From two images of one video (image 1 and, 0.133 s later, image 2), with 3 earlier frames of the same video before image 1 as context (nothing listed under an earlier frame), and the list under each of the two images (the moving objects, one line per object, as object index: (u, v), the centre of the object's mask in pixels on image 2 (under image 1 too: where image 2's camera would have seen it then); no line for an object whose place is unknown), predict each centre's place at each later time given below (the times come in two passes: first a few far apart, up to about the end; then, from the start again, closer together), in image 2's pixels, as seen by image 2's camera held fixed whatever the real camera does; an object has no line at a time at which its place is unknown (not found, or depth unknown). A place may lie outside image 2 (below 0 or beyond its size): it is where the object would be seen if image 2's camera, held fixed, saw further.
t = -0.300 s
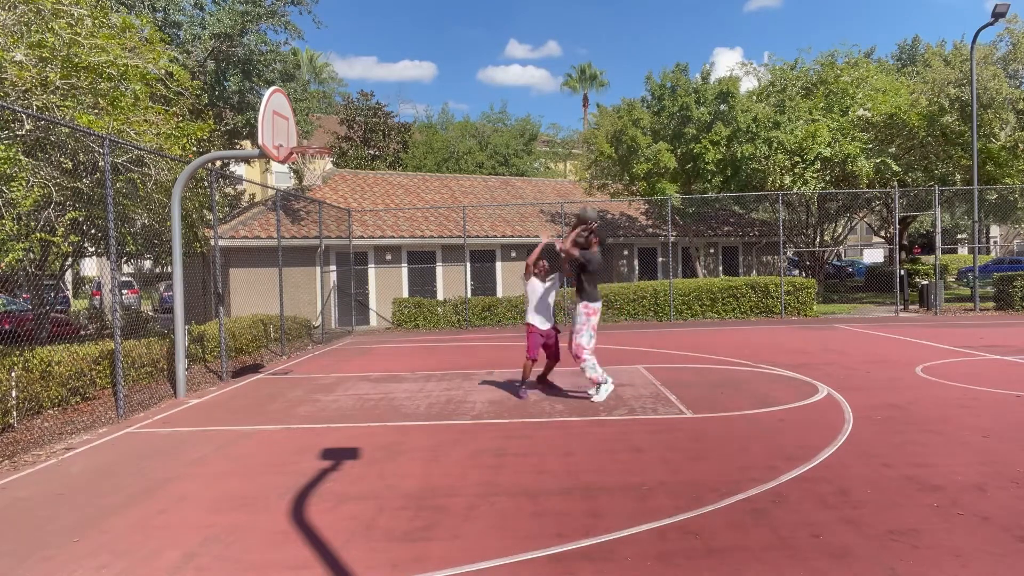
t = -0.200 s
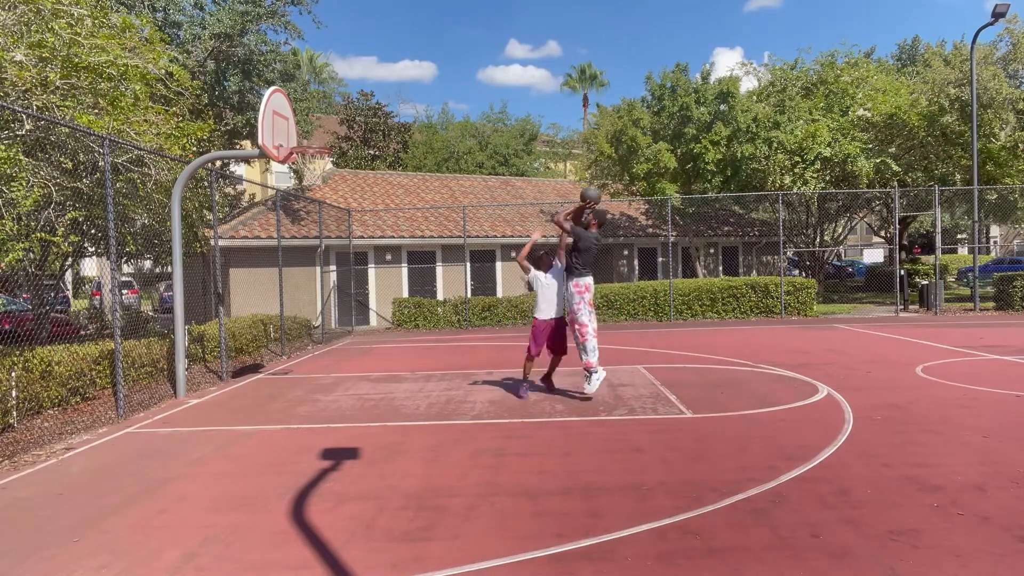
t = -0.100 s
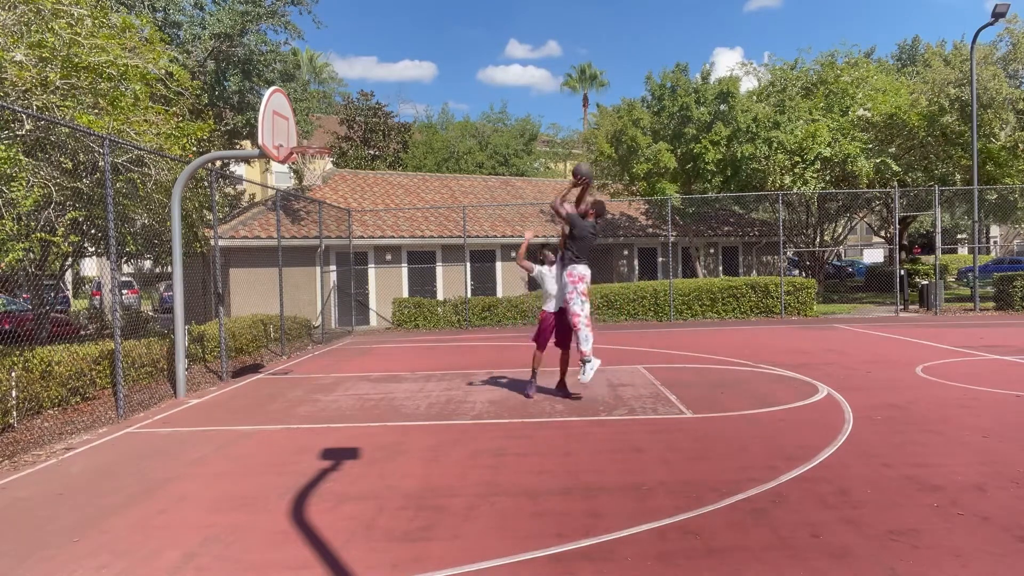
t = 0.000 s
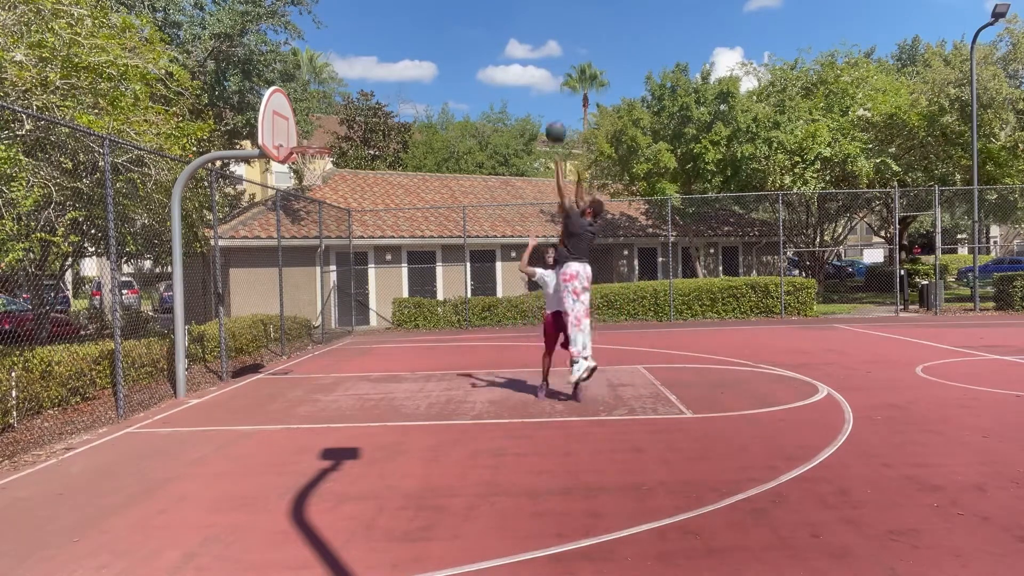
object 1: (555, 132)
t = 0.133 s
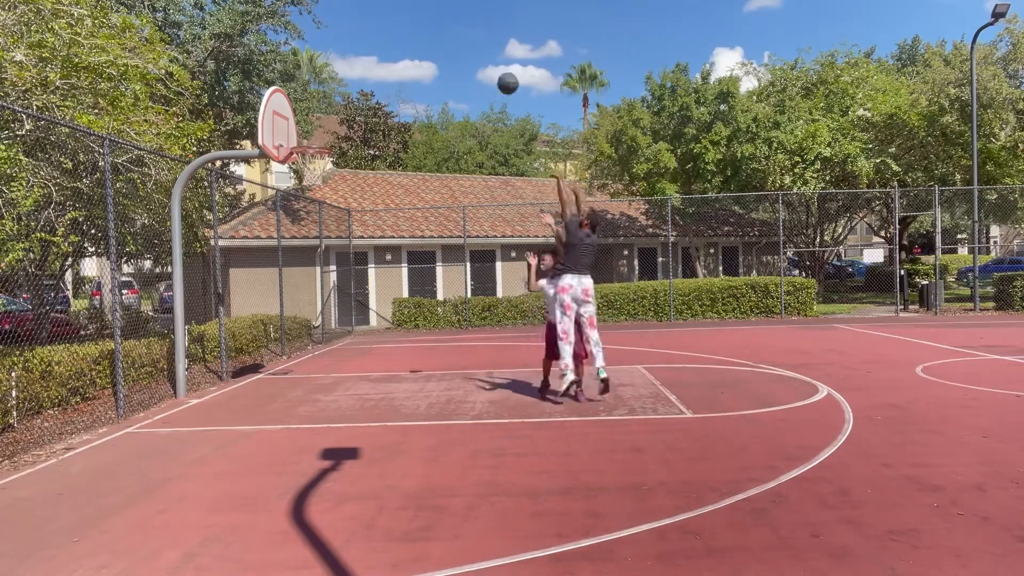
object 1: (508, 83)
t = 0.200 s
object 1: (484, 66)
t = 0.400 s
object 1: (417, 37)
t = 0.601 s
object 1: (354, 43)
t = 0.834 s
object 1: (288, 90)
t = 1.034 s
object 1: (315, 133)
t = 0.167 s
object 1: (496, 74)
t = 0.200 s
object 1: (484, 66)
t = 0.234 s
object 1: (473, 59)
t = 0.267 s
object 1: (462, 52)
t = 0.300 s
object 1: (450, 47)
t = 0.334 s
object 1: (440, 43)
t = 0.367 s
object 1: (429, 39)
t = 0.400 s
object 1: (417, 37)
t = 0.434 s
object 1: (406, 36)
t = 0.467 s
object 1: (396, 35)
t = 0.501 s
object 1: (385, 36)
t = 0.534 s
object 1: (375, 37)
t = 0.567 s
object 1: (364, 39)
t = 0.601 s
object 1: (354, 43)
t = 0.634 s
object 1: (344, 46)
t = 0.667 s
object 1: (334, 52)
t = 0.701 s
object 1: (325, 57)
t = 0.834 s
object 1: (288, 90)
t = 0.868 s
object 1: (284, 100)
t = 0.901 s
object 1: (290, 107)
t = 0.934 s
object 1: (296, 116)
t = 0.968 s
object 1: (300, 126)
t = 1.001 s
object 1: (307, 136)
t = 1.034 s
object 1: (315, 133)
